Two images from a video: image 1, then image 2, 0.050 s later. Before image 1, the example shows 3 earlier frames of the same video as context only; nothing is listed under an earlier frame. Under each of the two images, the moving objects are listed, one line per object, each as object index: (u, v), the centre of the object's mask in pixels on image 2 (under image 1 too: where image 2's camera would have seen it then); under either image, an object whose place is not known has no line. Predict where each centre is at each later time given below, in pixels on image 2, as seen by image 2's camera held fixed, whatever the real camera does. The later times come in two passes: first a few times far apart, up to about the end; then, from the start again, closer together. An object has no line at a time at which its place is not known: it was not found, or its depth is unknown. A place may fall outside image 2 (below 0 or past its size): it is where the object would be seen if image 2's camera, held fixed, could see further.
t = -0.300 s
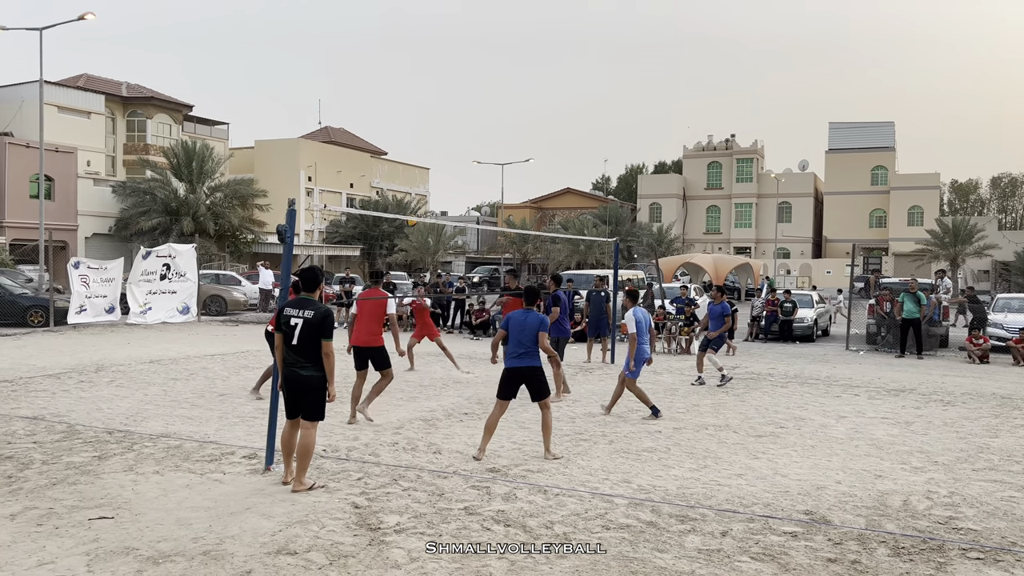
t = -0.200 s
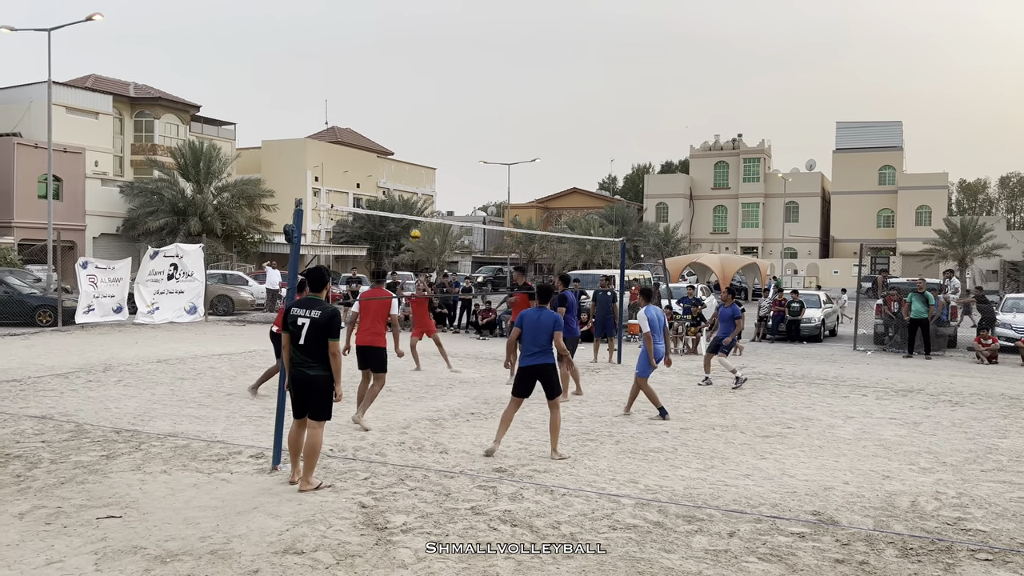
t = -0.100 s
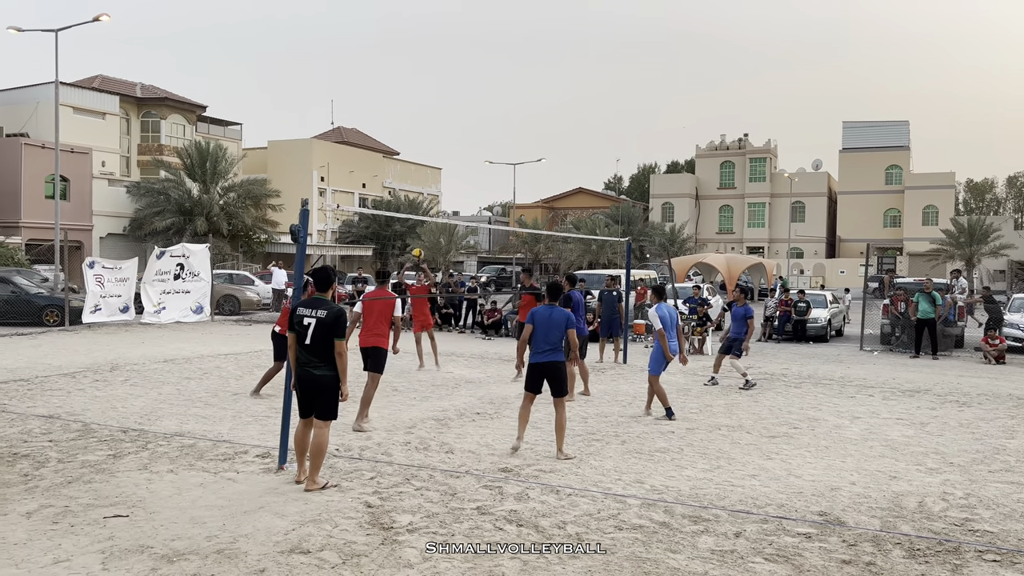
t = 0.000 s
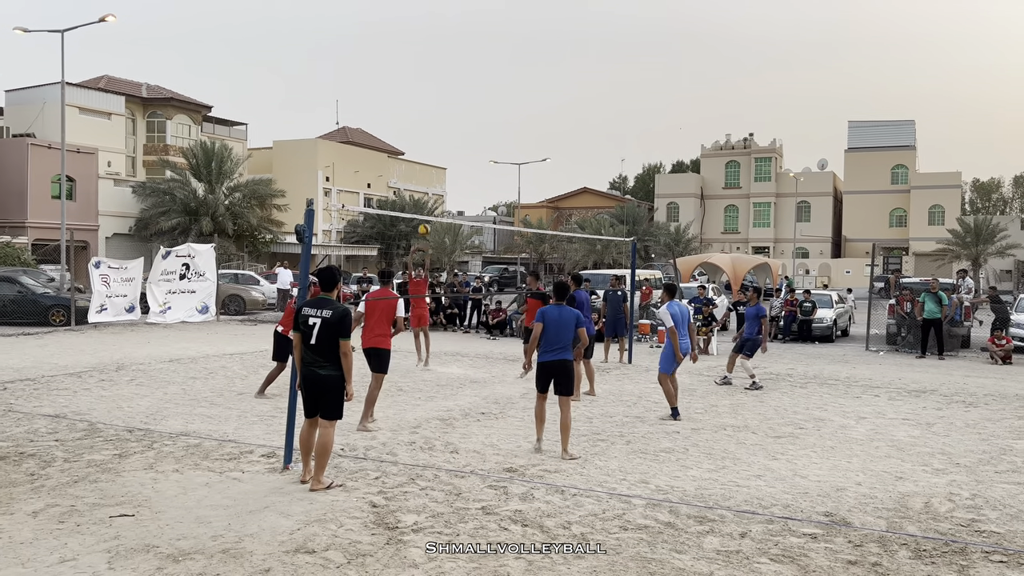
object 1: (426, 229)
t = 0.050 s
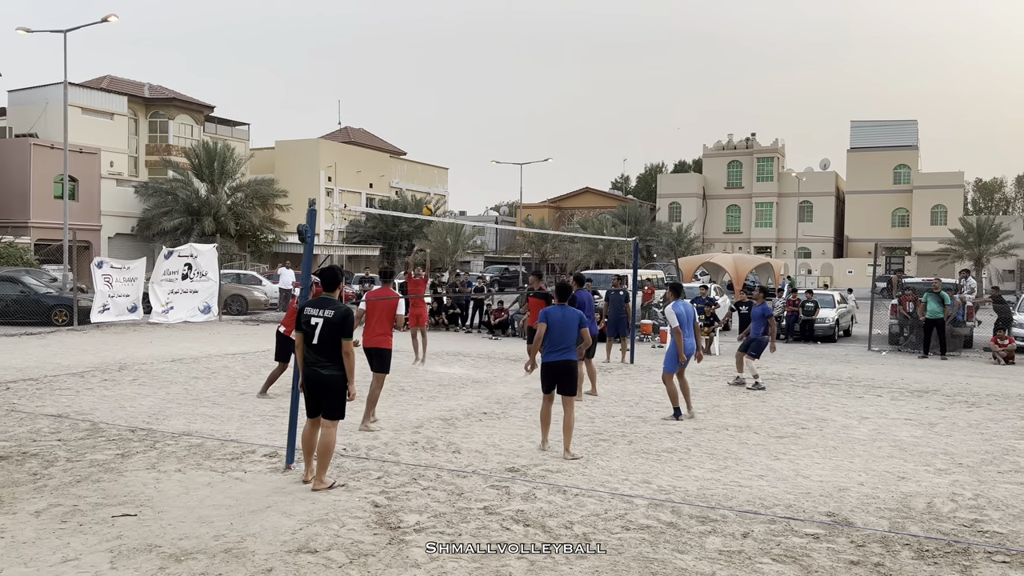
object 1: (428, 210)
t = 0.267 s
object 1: (436, 142)
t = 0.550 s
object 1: (445, 93)
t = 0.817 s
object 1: (451, 89)
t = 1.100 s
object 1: (456, 130)
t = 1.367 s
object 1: (459, 210)
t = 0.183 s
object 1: (432, 166)
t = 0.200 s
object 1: (433, 160)
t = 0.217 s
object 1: (434, 155)
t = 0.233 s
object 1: (434, 151)
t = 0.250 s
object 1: (435, 146)
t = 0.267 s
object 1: (436, 142)
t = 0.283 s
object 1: (436, 138)
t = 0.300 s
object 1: (437, 134)
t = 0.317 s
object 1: (437, 130)
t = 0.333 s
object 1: (438, 127)
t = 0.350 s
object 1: (439, 123)
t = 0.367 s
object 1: (439, 120)
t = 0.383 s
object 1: (440, 117)
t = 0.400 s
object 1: (440, 114)
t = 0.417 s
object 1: (441, 111)
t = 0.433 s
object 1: (441, 108)
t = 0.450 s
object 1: (442, 105)
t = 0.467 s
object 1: (442, 103)
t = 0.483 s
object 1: (443, 101)
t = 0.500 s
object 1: (443, 98)
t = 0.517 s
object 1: (444, 96)
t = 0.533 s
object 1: (444, 95)
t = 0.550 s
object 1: (445, 93)
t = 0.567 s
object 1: (445, 92)
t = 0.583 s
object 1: (445, 90)
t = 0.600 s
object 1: (446, 89)
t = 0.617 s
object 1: (446, 88)
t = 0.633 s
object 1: (447, 87)
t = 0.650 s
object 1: (447, 86)
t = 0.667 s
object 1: (448, 86)
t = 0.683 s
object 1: (448, 86)
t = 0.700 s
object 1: (448, 85)
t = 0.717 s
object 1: (449, 85)
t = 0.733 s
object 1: (449, 86)
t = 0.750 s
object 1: (449, 86)
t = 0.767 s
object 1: (450, 86)
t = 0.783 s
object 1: (450, 87)
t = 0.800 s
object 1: (451, 88)
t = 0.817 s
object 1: (451, 89)
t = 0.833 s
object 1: (451, 90)
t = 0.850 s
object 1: (452, 91)
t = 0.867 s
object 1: (452, 93)
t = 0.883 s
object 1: (452, 94)
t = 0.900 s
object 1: (453, 96)
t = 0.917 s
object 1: (453, 98)
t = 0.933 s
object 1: (453, 100)
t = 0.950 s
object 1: (454, 102)
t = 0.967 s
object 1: (454, 105)
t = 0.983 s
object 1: (454, 108)
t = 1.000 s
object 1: (454, 110)
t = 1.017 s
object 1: (455, 113)
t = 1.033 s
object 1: (455, 116)
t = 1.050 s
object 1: (455, 119)
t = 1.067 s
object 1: (455, 123)
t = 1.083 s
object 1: (456, 126)
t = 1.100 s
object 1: (456, 130)
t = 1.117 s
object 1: (456, 134)
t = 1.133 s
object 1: (457, 138)
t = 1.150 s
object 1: (457, 142)
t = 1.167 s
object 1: (457, 147)
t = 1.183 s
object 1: (457, 151)
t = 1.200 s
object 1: (457, 156)
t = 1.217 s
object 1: (457, 160)
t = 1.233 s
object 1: (457, 165)
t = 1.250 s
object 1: (457, 171)
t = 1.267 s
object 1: (458, 176)
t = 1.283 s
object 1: (458, 181)
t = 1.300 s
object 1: (458, 187)
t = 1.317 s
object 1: (458, 192)
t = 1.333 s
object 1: (458, 198)
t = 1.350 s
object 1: (459, 204)
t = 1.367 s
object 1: (459, 210)
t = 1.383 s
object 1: (459, 215)
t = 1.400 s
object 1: (459, 222)
